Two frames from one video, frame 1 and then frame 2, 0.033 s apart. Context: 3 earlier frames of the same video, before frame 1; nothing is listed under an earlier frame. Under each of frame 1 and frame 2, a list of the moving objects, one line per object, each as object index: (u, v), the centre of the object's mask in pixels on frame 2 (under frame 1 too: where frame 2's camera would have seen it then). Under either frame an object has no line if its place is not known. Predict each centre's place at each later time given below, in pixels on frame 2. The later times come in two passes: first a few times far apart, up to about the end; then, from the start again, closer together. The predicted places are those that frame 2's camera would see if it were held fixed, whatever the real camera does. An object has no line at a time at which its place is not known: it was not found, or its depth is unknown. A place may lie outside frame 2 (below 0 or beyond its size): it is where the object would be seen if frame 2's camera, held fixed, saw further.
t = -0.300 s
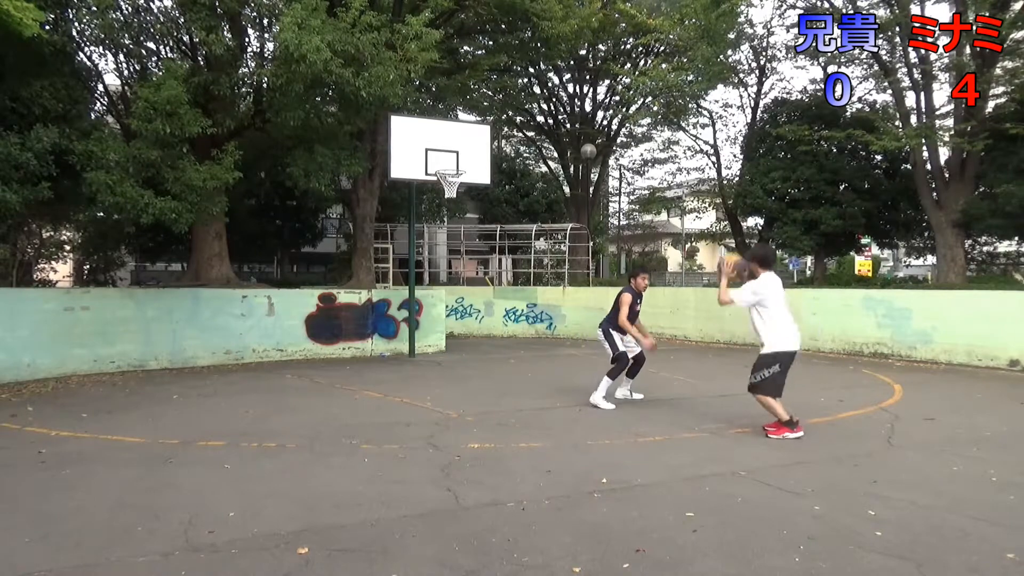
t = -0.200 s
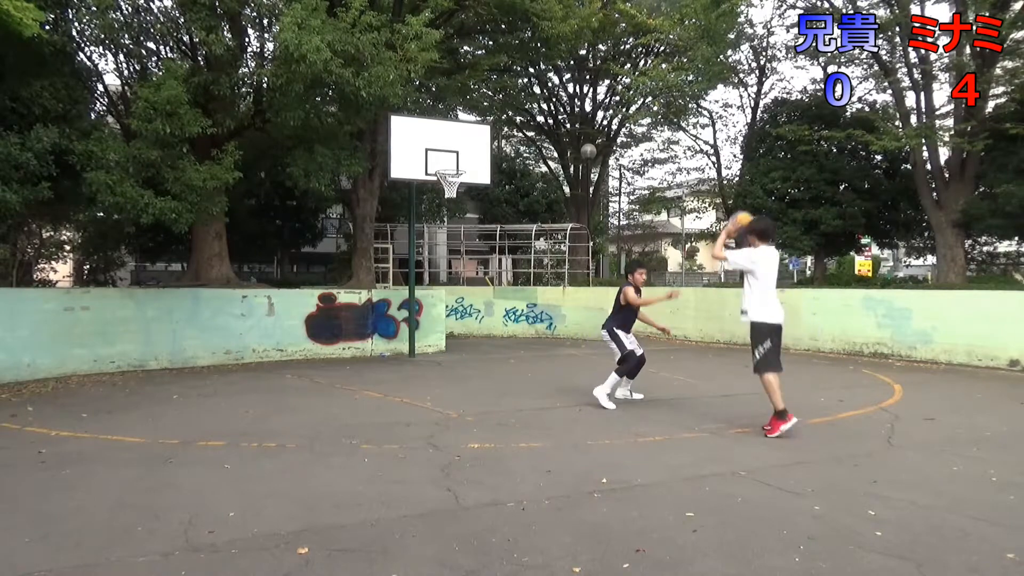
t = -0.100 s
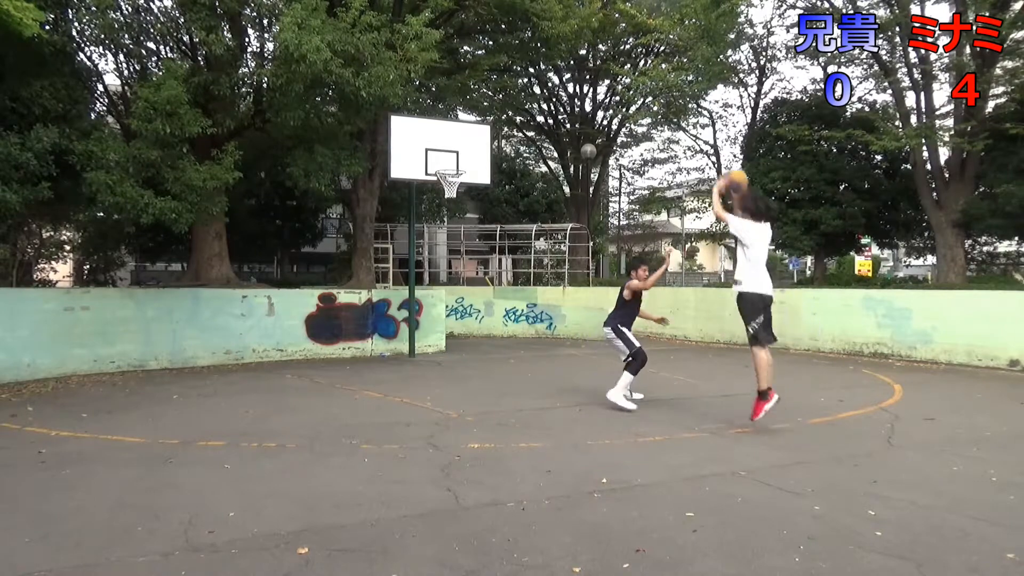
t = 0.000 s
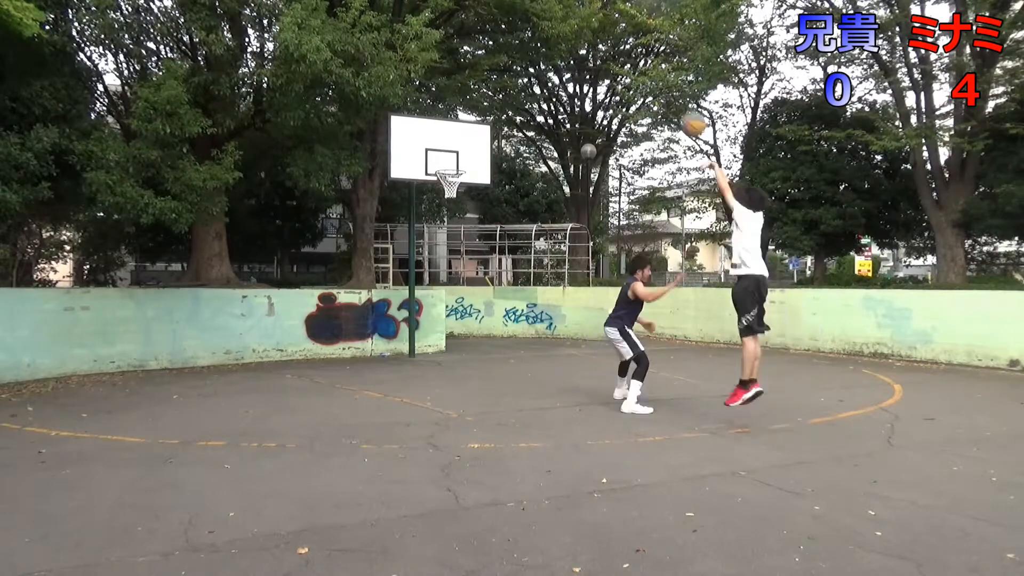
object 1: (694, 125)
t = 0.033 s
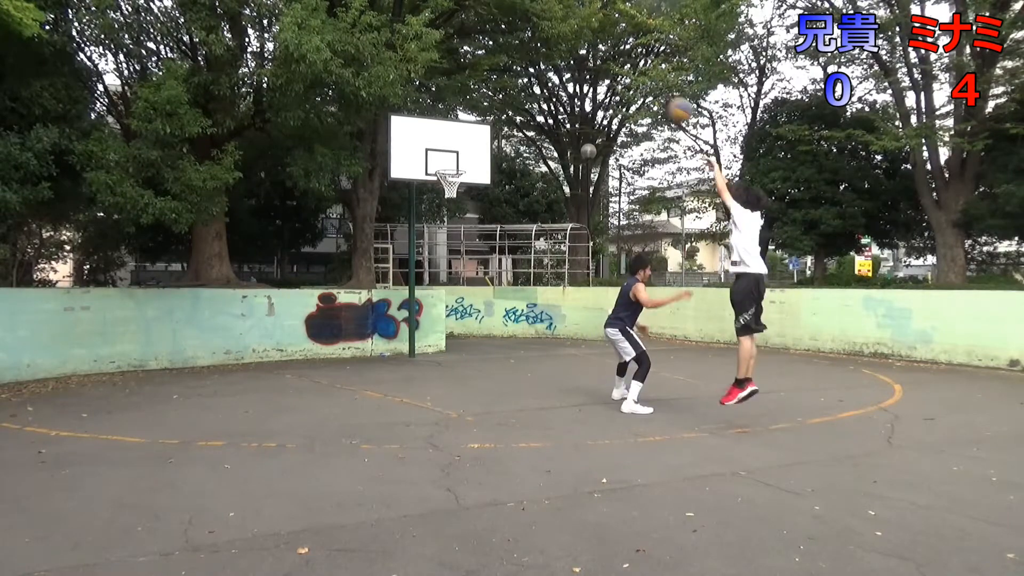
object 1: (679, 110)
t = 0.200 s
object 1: (621, 60)
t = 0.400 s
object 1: (566, 42)
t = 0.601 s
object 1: (522, 56)
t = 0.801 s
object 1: (485, 94)
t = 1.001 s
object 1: (455, 151)
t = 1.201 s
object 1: (432, 169)
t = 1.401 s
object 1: (406, 197)
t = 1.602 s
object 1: (374, 266)
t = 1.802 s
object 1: (336, 388)
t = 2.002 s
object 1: (299, 298)
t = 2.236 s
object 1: (245, 225)
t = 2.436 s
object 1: (191, 201)
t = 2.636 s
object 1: (125, 227)
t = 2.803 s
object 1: (62, 296)
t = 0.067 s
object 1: (667, 98)
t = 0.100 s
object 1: (655, 85)
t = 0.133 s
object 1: (643, 76)
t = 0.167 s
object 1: (633, 67)
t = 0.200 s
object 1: (621, 60)
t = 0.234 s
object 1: (610, 55)
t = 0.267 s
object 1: (600, 51)
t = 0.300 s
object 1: (591, 47)
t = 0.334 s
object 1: (582, 45)
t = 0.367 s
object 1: (573, 42)
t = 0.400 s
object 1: (566, 42)
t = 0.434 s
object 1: (558, 42)
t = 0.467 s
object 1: (549, 43)
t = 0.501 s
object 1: (542, 45)
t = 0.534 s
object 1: (535, 49)
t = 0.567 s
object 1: (528, 51)
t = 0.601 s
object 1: (522, 56)
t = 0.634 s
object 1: (515, 60)
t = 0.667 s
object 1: (508, 66)
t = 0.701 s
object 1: (502, 74)
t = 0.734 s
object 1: (496, 79)
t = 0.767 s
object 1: (491, 86)
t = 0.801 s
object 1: (485, 94)
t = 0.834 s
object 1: (480, 103)
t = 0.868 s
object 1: (474, 111)
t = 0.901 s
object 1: (470, 121)
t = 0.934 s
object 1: (464, 131)
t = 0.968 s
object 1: (459, 142)
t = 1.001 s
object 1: (455, 151)
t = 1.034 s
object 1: (451, 163)
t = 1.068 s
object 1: (447, 167)
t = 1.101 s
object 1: (443, 166)
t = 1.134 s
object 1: (439, 166)
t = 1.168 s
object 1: (435, 168)
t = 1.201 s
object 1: (432, 169)
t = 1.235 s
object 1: (428, 172)
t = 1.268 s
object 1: (424, 175)
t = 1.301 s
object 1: (419, 180)
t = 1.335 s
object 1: (415, 185)
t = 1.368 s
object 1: (411, 191)
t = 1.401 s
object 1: (406, 197)
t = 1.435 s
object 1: (401, 206)
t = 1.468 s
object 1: (396, 216)
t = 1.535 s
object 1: (385, 239)
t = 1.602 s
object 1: (374, 266)
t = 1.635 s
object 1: (369, 282)
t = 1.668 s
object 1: (363, 300)
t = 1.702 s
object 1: (357, 319)
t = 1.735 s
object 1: (350, 340)
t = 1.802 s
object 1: (336, 388)
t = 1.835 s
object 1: (330, 375)
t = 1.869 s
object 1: (325, 358)
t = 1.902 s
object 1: (319, 341)
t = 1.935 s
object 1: (313, 327)
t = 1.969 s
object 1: (306, 312)
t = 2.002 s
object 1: (299, 298)
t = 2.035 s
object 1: (292, 284)
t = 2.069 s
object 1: (285, 273)
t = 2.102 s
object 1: (277, 261)
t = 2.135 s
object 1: (269, 251)
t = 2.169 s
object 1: (262, 242)
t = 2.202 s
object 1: (254, 233)
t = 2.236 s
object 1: (245, 225)
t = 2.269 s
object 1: (236, 219)
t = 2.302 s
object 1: (228, 213)
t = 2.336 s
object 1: (220, 208)
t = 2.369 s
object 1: (210, 204)
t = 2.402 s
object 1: (201, 203)
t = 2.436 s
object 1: (191, 201)
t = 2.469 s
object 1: (180, 202)
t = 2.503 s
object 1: (170, 205)
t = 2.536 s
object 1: (160, 208)
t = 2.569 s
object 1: (149, 213)
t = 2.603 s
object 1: (137, 219)
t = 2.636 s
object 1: (125, 227)
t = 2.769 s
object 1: (76, 278)
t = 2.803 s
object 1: (62, 296)
